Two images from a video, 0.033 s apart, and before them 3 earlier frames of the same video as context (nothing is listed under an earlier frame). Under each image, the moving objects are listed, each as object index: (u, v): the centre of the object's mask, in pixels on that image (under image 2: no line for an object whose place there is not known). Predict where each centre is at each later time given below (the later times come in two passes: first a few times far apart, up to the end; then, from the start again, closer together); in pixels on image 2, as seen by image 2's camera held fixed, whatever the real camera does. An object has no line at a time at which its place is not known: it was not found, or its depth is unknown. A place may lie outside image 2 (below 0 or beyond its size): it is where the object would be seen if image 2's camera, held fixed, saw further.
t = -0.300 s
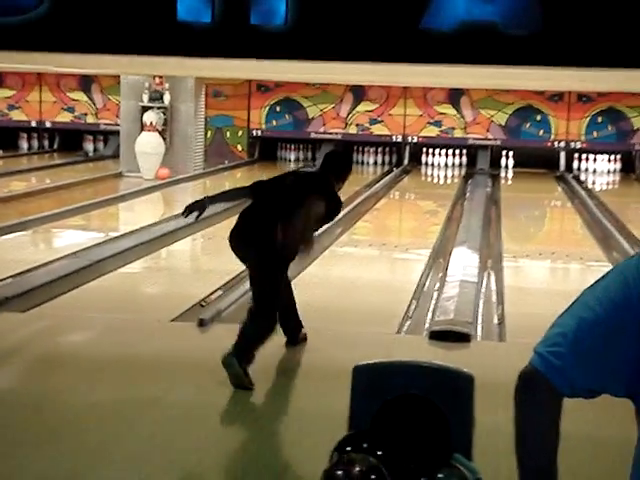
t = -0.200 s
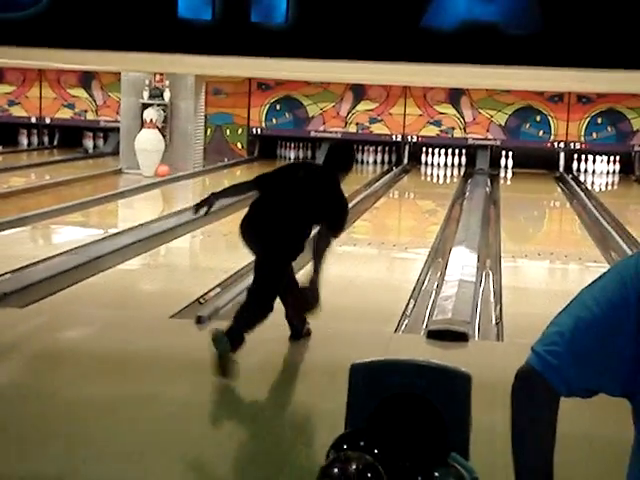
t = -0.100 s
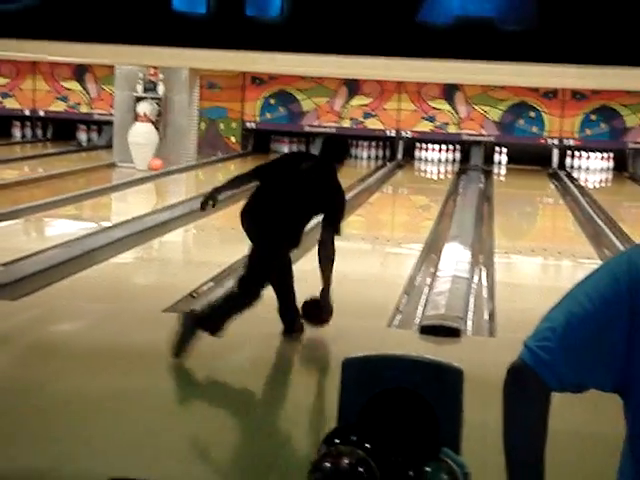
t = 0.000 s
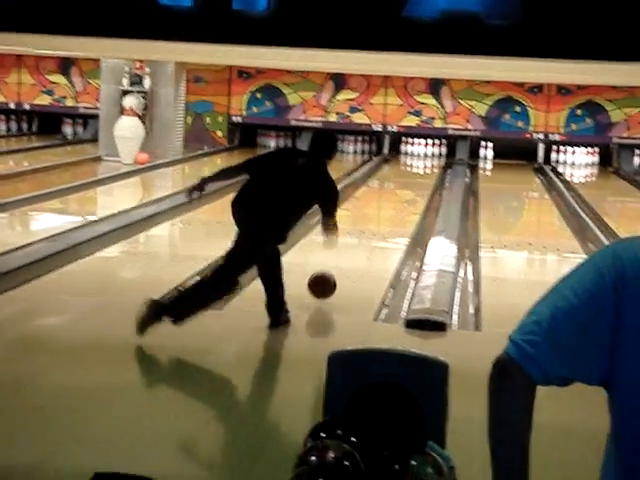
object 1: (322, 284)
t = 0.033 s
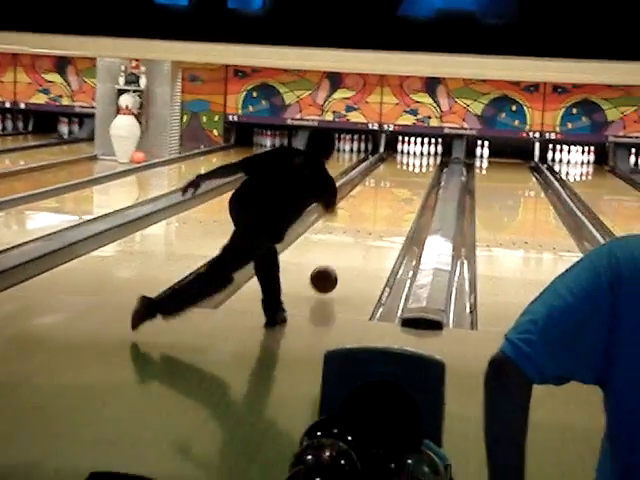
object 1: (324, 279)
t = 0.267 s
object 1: (353, 249)
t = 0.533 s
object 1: (377, 222)
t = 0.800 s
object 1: (392, 203)
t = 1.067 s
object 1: (404, 188)
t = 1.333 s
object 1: (413, 177)
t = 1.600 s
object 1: (419, 167)
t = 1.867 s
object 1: (423, 160)
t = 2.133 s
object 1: (422, 155)
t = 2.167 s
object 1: (423, 154)
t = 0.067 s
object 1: (328, 277)
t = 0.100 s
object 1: (333, 272)
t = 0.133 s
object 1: (337, 267)
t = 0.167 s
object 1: (342, 262)
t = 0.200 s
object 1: (346, 258)
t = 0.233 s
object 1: (350, 253)
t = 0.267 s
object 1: (353, 249)
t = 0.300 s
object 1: (357, 246)
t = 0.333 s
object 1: (360, 242)
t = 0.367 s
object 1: (363, 238)
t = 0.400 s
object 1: (366, 234)
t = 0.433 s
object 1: (369, 231)
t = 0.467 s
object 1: (372, 228)
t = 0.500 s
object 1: (374, 225)
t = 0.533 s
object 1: (377, 222)
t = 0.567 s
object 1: (379, 220)
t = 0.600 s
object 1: (381, 217)
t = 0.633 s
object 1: (383, 214)
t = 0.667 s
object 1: (385, 212)
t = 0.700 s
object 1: (387, 210)
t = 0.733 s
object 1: (389, 208)
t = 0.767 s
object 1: (391, 205)
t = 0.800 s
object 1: (392, 203)
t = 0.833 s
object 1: (395, 200)
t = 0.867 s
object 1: (396, 198)
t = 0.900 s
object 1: (397, 197)
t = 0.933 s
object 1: (399, 195)
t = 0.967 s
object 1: (400, 193)
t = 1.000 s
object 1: (402, 191)
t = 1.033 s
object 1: (403, 190)
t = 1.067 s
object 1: (404, 188)
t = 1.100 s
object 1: (406, 186)
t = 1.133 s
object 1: (407, 185)
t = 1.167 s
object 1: (408, 184)
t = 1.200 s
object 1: (409, 182)
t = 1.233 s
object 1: (410, 181)
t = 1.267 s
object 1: (411, 179)
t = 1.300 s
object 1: (413, 178)
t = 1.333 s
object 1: (413, 177)
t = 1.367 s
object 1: (415, 175)
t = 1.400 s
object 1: (415, 174)
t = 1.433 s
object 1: (416, 173)
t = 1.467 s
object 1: (417, 172)
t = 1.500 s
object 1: (417, 171)
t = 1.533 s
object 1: (418, 170)
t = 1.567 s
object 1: (419, 169)
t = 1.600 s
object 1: (419, 167)
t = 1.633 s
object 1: (420, 166)
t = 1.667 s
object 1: (421, 165)
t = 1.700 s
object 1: (421, 164)
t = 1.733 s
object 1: (421, 163)
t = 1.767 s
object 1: (422, 162)
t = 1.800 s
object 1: (422, 162)
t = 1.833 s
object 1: (423, 161)
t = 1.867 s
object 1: (423, 160)
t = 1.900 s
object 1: (423, 159)
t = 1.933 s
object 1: (423, 159)
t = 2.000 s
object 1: (423, 158)
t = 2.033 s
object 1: (423, 156)
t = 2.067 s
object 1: (423, 156)
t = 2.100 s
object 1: (423, 155)
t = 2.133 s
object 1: (422, 155)
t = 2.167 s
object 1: (423, 154)
